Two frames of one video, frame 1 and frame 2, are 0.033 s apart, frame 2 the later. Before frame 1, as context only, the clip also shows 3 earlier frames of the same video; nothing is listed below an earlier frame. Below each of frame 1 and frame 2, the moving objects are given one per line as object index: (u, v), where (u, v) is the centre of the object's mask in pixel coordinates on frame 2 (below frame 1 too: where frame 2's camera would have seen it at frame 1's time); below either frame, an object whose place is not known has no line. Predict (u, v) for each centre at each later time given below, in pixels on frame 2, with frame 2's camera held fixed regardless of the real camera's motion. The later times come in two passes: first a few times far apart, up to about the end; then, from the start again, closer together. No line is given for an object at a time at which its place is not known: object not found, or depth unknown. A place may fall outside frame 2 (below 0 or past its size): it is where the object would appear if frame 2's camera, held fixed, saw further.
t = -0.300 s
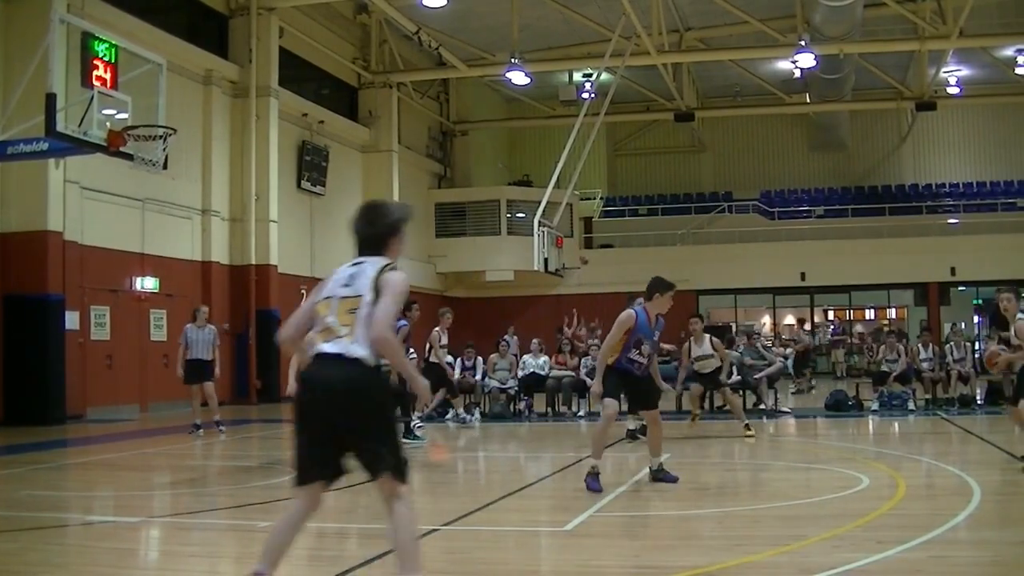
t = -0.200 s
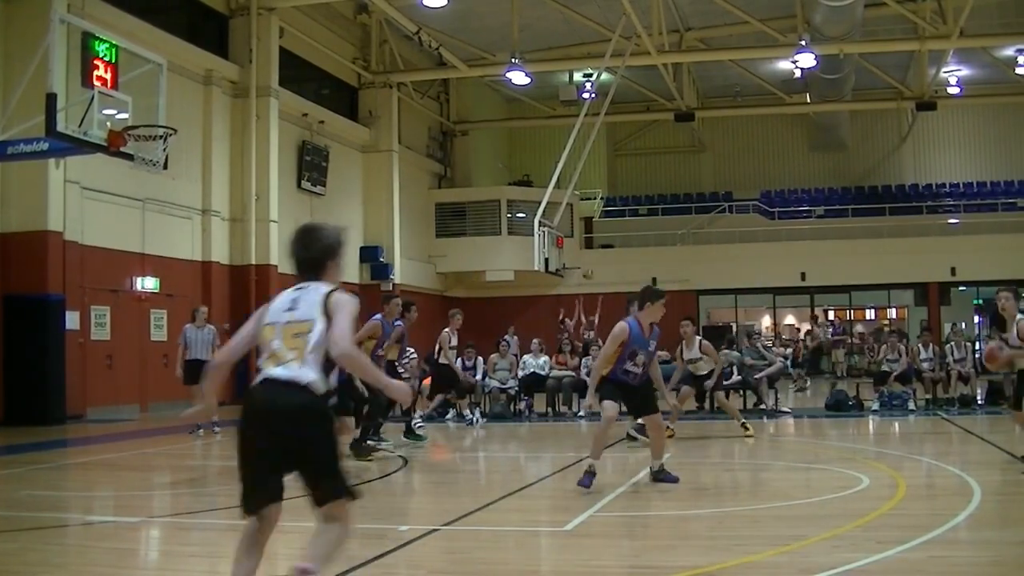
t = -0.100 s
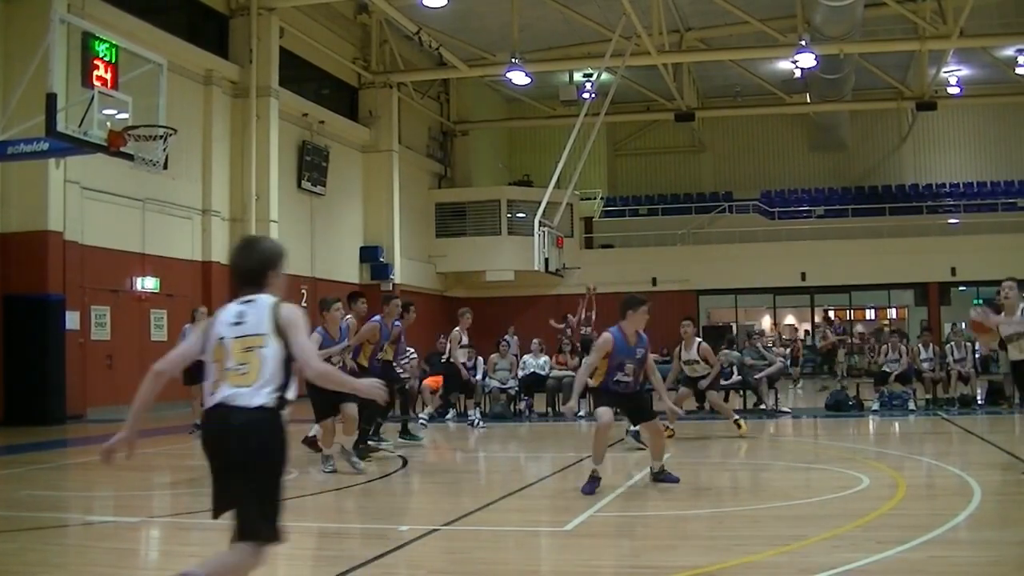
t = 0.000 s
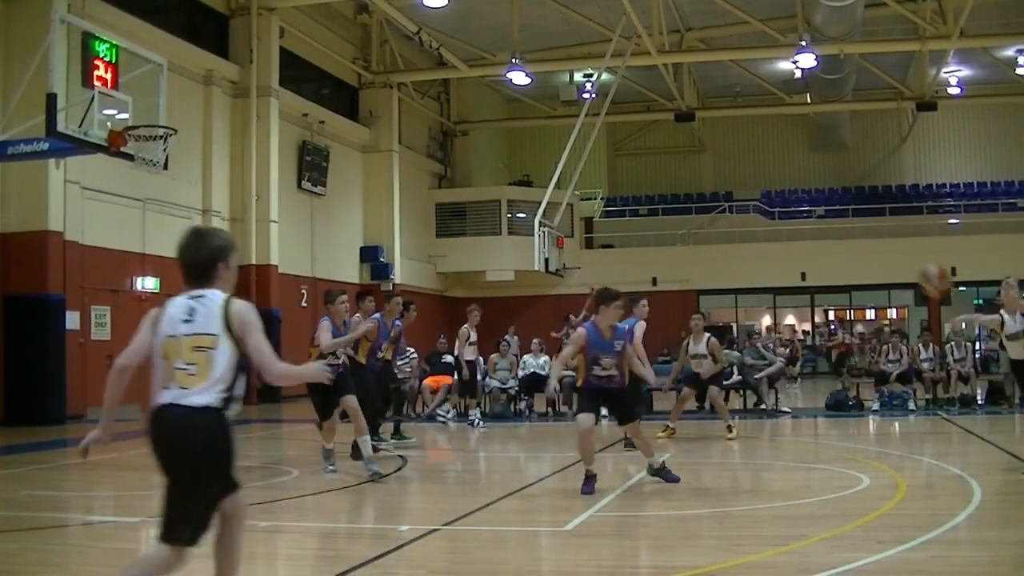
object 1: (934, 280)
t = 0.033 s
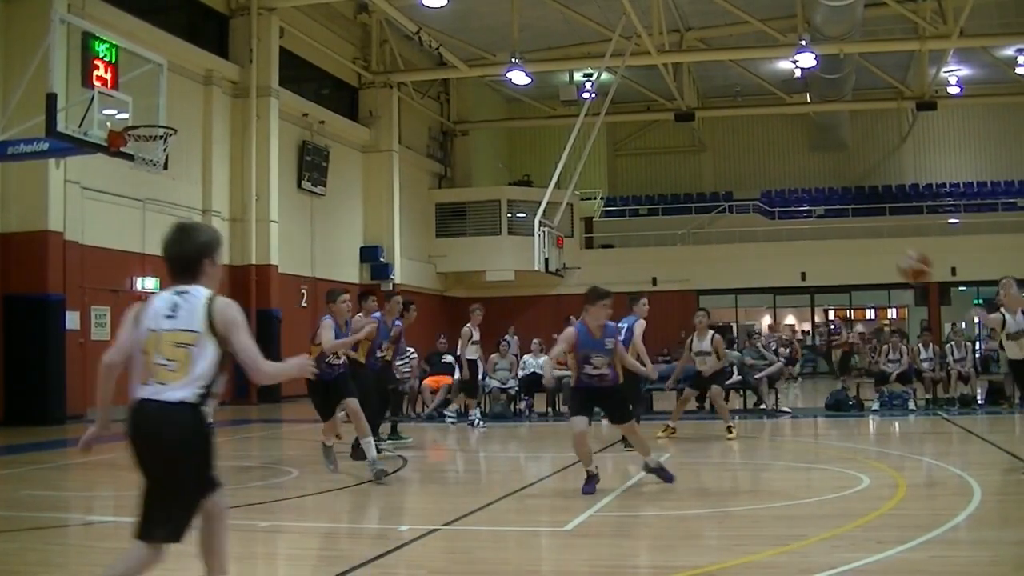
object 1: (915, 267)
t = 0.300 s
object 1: (705, 192)
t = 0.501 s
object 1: (460, 201)
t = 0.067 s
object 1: (893, 253)
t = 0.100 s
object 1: (871, 242)
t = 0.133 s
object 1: (848, 229)
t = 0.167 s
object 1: (824, 219)
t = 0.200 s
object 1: (796, 210)
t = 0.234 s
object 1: (767, 202)
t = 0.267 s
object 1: (737, 196)
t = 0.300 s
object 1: (705, 192)
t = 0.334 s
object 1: (673, 187)
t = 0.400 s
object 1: (596, 187)
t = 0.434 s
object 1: (551, 187)
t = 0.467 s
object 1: (507, 192)
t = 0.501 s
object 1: (460, 201)
